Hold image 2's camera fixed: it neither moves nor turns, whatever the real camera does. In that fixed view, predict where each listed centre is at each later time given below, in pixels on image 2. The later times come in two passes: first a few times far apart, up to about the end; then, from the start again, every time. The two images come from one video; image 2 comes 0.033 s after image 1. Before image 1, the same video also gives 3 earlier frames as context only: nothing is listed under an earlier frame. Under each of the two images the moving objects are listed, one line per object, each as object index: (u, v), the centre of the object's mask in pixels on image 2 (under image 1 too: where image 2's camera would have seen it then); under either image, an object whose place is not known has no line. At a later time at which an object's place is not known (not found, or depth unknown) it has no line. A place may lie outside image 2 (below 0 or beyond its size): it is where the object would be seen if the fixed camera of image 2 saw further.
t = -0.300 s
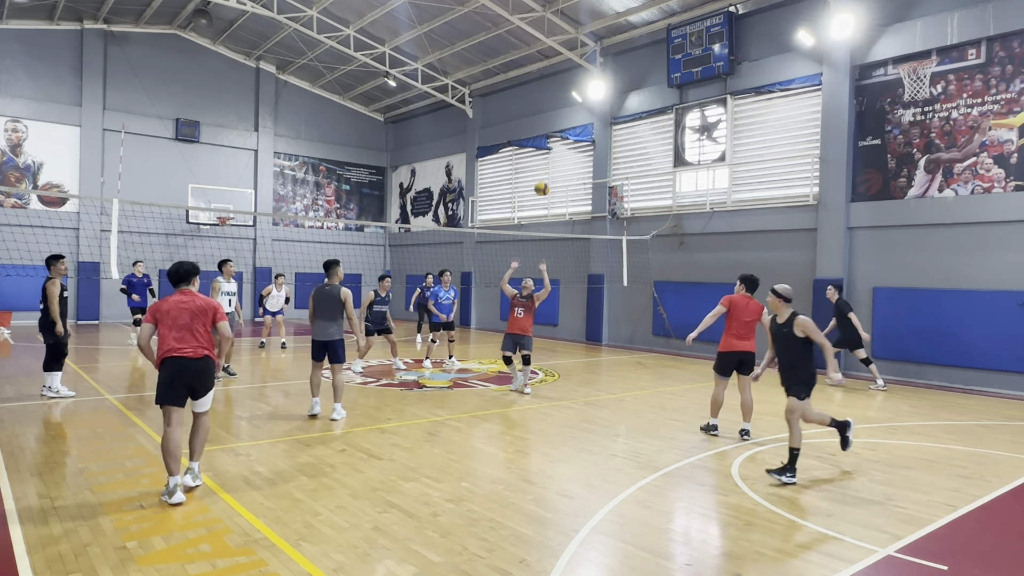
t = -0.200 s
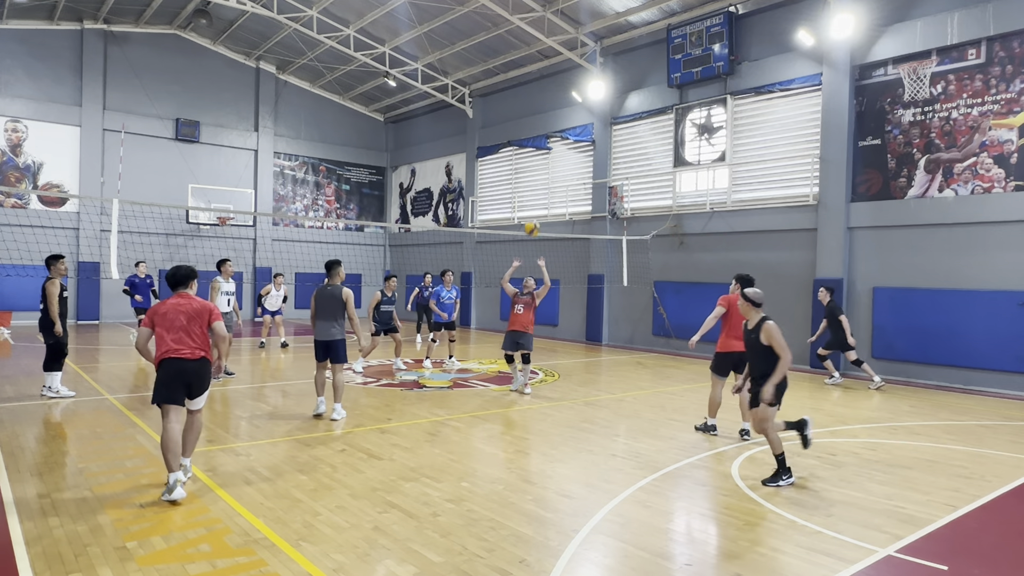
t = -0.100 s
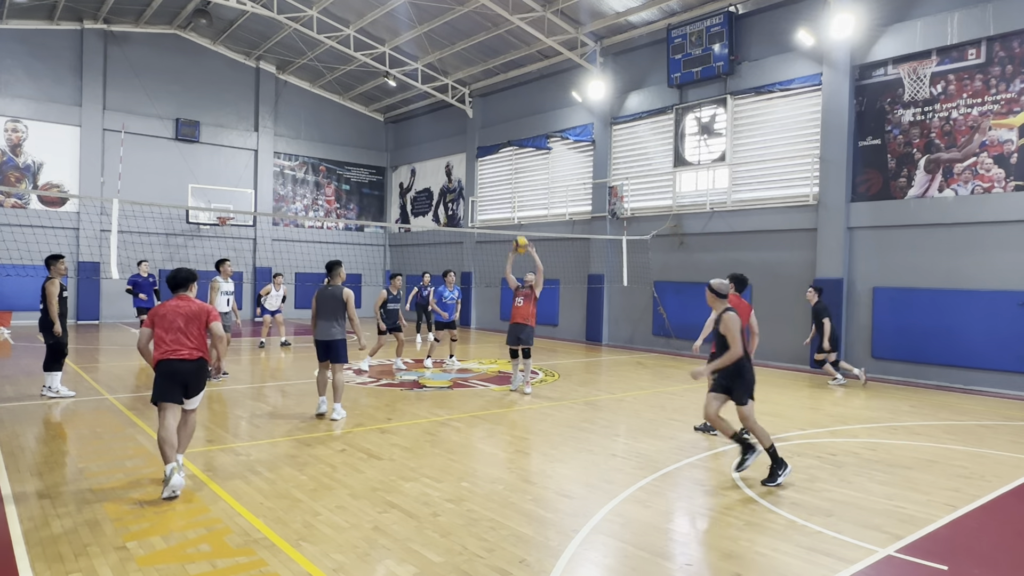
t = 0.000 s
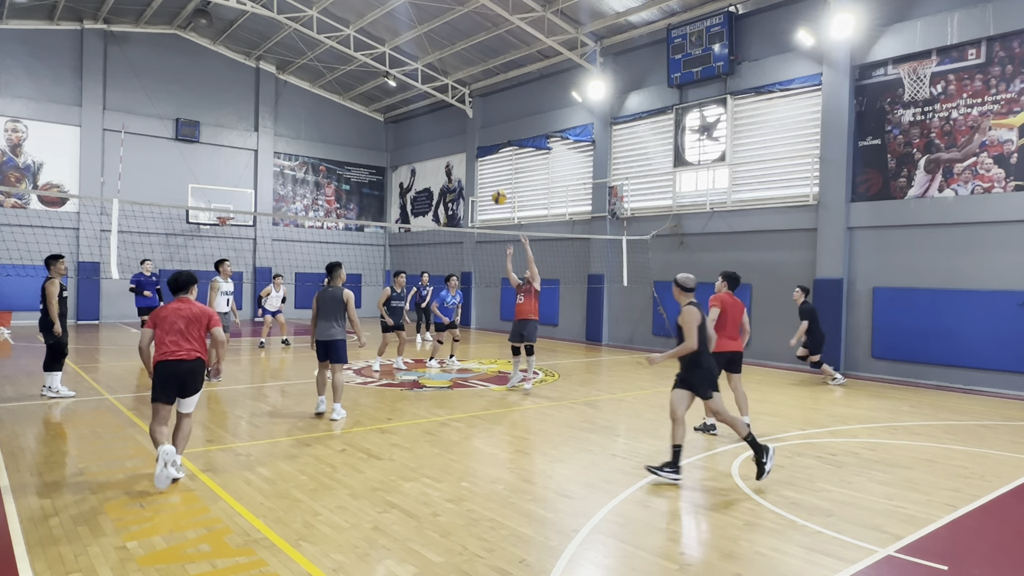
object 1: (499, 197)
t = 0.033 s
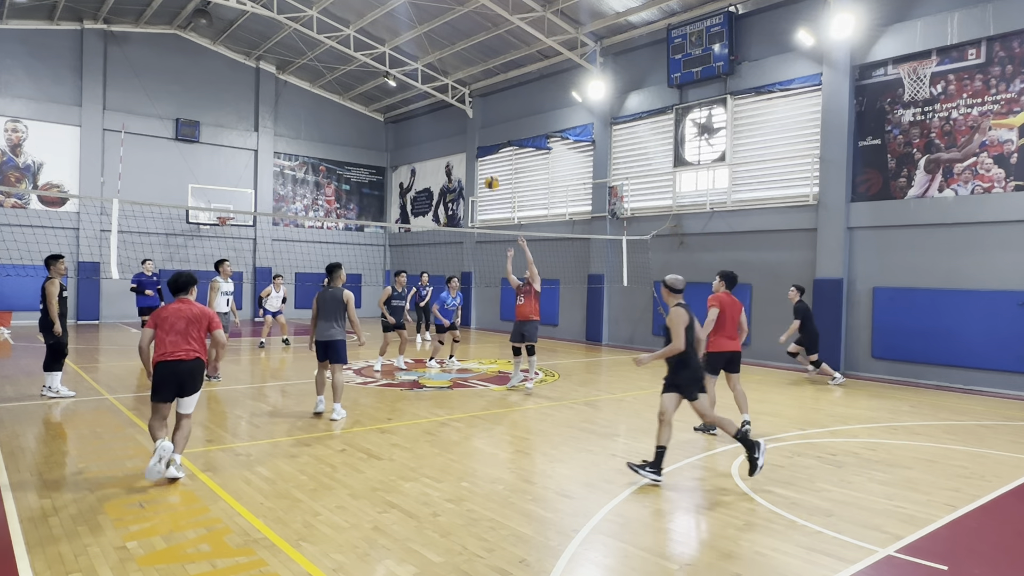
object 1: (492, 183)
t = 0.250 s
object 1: (443, 105)
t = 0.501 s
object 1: (381, 56)
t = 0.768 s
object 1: (307, 57)
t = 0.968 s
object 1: (247, 102)
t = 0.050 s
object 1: (488, 176)
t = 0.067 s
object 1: (484, 168)
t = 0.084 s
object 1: (480, 162)
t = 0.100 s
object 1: (477, 155)
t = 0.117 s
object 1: (474, 149)
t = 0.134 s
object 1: (470, 143)
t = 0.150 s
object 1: (466, 137)
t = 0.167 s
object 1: (462, 131)
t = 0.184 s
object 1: (458, 126)
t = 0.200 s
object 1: (454, 120)
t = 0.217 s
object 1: (451, 115)
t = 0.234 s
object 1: (446, 110)
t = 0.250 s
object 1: (443, 105)
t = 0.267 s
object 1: (438, 101)
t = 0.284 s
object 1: (435, 96)
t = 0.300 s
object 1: (431, 92)
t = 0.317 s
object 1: (426, 88)
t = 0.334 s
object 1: (422, 84)
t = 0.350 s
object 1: (418, 80)
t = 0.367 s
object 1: (414, 77)
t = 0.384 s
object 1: (410, 73)
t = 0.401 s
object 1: (406, 70)
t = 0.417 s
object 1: (402, 67)
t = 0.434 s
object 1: (397, 65)
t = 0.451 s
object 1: (394, 62)
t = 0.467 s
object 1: (390, 60)
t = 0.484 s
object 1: (386, 58)
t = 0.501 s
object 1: (381, 56)
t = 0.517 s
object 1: (376, 54)
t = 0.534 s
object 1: (372, 53)
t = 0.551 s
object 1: (368, 51)
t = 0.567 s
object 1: (363, 50)
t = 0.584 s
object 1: (358, 49)
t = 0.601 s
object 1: (354, 49)
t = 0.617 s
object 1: (350, 49)
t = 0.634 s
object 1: (345, 49)
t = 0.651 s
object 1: (340, 49)
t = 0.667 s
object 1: (335, 49)
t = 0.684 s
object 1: (331, 50)
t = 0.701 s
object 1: (326, 51)
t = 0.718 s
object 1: (321, 52)
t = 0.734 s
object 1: (317, 54)
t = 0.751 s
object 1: (312, 55)
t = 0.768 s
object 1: (307, 57)
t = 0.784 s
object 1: (302, 60)
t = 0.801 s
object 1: (297, 62)
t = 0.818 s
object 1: (292, 65)
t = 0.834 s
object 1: (287, 68)
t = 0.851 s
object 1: (283, 71)
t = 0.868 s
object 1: (278, 75)
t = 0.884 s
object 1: (273, 79)
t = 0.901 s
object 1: (268, 83)
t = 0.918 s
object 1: (262, 87)
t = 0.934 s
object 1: (257, 92)
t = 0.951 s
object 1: (252, 97)
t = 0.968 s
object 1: (247, 102)
